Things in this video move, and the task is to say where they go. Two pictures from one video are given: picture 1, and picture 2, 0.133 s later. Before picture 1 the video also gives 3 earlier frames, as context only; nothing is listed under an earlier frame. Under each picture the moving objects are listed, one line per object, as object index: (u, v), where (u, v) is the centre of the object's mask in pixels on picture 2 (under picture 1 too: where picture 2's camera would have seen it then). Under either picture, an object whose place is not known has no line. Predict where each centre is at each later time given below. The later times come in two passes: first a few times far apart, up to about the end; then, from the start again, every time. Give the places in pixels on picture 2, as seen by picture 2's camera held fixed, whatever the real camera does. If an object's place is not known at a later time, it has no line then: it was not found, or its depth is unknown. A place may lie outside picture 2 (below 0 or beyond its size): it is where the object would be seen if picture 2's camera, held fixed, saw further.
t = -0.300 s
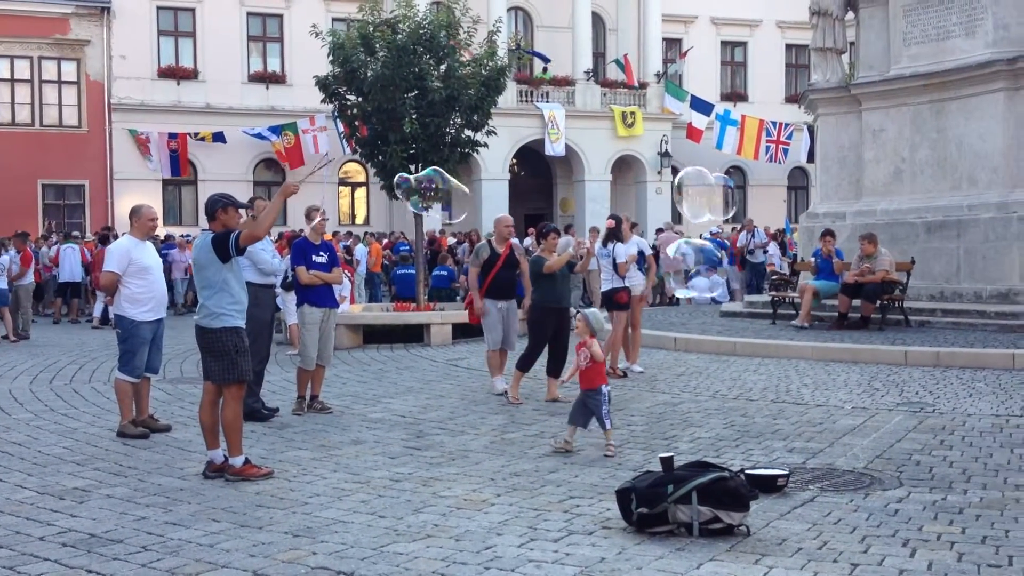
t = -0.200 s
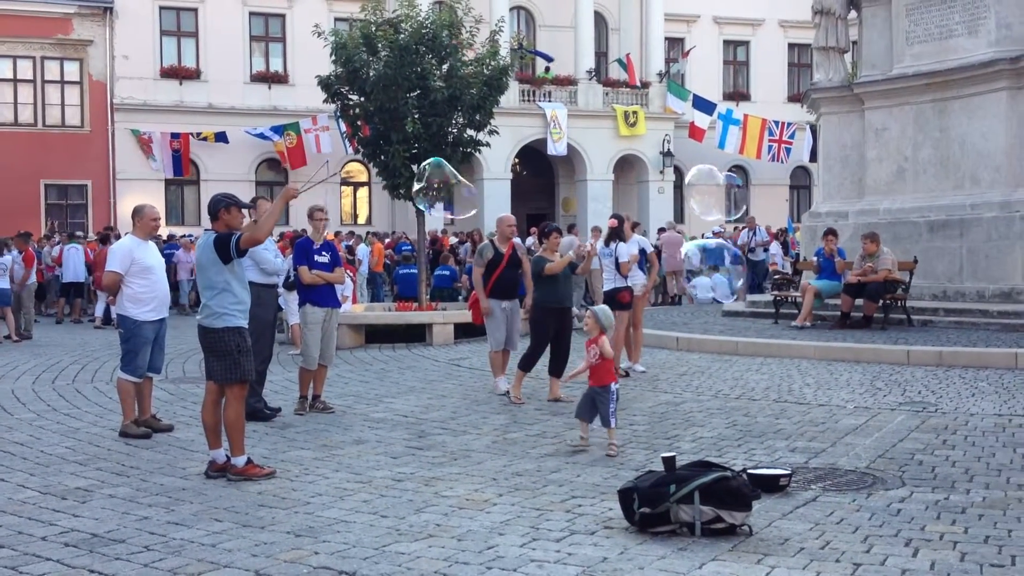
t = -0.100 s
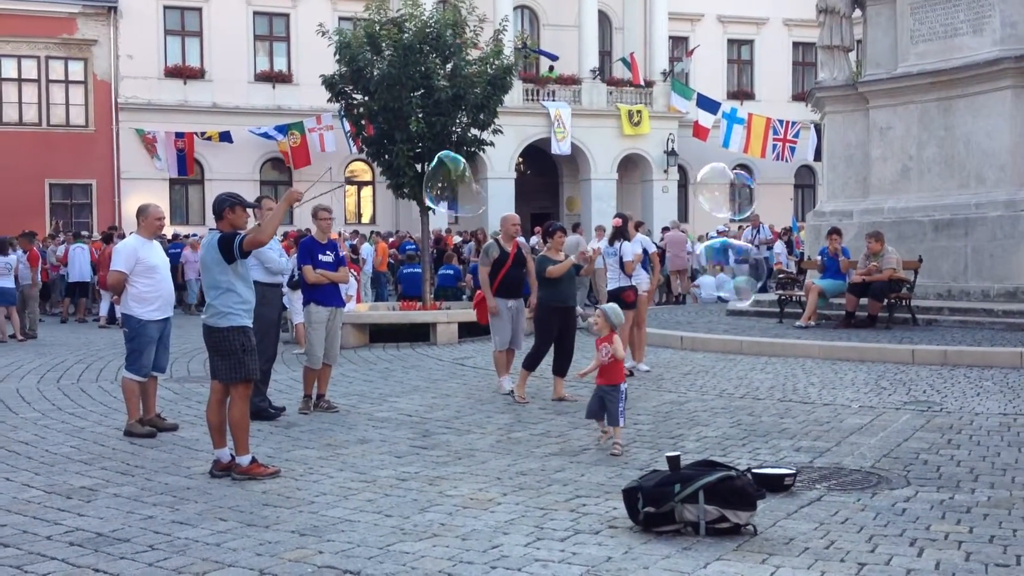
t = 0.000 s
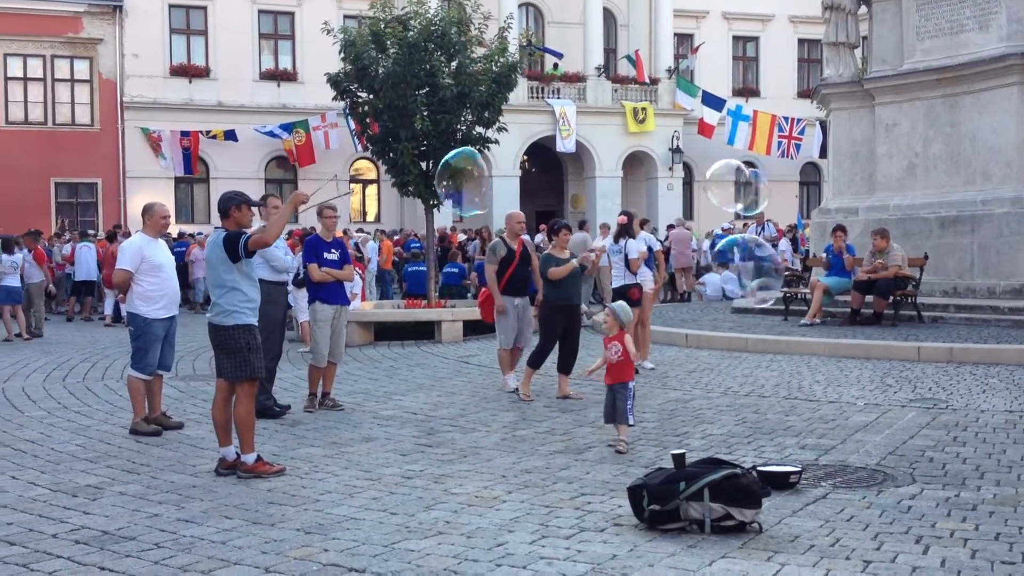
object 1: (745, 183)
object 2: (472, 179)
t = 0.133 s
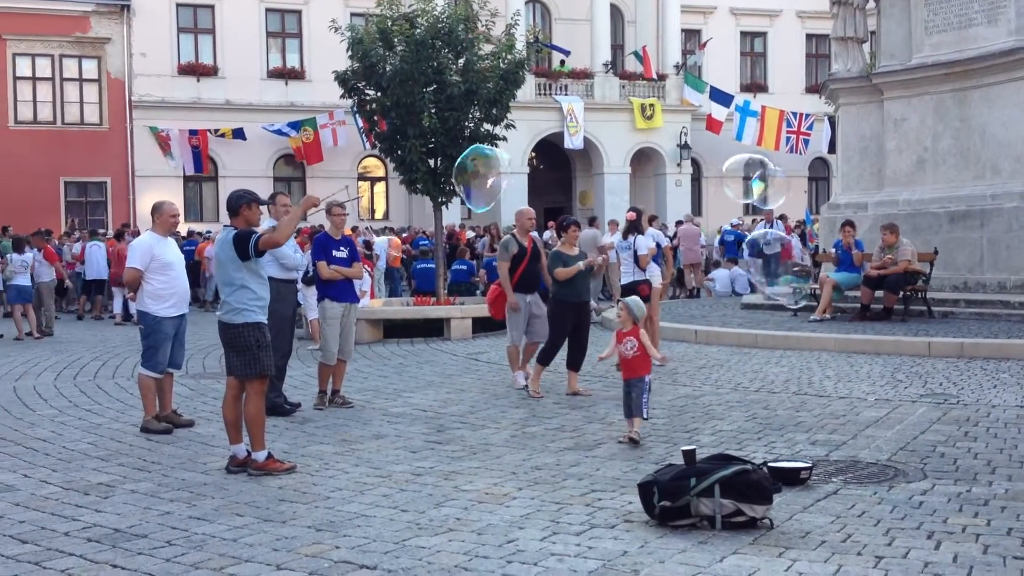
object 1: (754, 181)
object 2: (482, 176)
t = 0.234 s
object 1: (761, 179)
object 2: (488, 176)
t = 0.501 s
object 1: (778, 175)
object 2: (510, 182)
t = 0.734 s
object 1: (797, 173)
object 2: (532, 193)
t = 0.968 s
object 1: (812, 169)
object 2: (550, 206)
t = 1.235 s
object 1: (829, 166)
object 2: (583, 226)
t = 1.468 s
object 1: (845, 163)
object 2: (615, 242)
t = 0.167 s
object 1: (757, 180)
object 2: (483, 177)
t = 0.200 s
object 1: (759, 180)
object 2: (486, 177)
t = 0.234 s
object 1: (761, 179)
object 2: (488, 176)
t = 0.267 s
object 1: (763, 179)
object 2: (491, 176)
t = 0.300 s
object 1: (766, 178)
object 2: (494, 176)
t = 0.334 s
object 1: (768, 178)
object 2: (497, 177)
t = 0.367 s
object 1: (771, 177)
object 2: (499, 178)
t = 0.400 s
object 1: (773, 177)
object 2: (501, 179)
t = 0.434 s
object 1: (774, 176)
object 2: (504, 180)
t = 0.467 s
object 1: (777, 176)
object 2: (507, 181)
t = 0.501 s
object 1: (778, 175)
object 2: (510, 182)
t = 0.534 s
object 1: (781, 175)
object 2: (512, 183)
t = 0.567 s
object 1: (784, 175)
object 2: (516, 184)
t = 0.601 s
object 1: (786, 175)
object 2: (518, 185)
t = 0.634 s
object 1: (789, 174)
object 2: (523, 188)
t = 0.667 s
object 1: (791, 174)
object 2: (525, 189)
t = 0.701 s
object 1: (794, 173)
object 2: (529, 191)
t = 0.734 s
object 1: (797, 173)
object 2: (532, 193)
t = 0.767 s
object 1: (799, 172)
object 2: (535, 196)
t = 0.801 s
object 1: (802, 172)
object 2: (539, 197)
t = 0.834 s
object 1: (804, 171)
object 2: (541, 199)
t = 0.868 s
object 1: (806, 170)
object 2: (544, 201)
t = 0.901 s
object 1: (808, 170)
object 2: (547, 202)
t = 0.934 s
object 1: (809, 169)
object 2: (549, 205)
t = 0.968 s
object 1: (812, 169)
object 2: (550, 206)
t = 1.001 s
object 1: (813, 168)
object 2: (555, 208)
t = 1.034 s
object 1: (816, 168)
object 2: (559, 211)
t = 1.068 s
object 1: (818, 167)
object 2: (561, 212)
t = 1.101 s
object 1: (820, 167)
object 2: (565, 215)
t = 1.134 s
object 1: (823, 167)
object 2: (568, 218)
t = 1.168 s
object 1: (825, 166)
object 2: (576, 221)
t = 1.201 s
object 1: (827, 166)
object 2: (579, 224)
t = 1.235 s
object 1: (829, 166)
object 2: (583, 226)
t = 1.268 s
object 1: (831, 165)
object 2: (586, 229)
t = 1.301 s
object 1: (833, 165)
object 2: (590, 231)
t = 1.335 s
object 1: (835, 165)
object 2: (598, 234)
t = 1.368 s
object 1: (838, 164)
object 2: (601, 237)
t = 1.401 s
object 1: (840, 164)
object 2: (604, 239)
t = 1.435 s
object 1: (843, 163)
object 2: (609, 240)
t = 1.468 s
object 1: (845, 163)
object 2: (615, 242)
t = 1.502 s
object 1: (848, 162)
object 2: (614, 244)
